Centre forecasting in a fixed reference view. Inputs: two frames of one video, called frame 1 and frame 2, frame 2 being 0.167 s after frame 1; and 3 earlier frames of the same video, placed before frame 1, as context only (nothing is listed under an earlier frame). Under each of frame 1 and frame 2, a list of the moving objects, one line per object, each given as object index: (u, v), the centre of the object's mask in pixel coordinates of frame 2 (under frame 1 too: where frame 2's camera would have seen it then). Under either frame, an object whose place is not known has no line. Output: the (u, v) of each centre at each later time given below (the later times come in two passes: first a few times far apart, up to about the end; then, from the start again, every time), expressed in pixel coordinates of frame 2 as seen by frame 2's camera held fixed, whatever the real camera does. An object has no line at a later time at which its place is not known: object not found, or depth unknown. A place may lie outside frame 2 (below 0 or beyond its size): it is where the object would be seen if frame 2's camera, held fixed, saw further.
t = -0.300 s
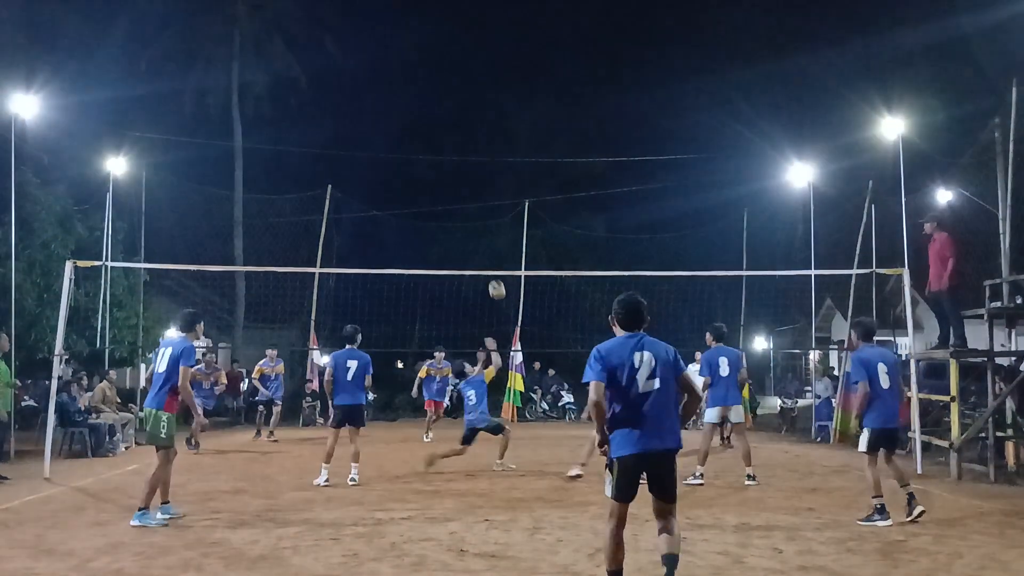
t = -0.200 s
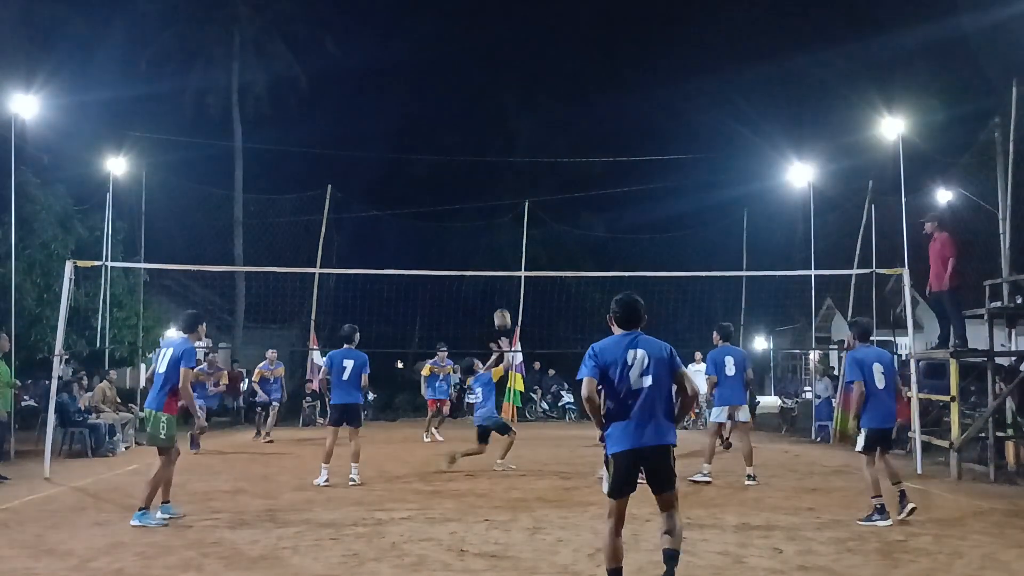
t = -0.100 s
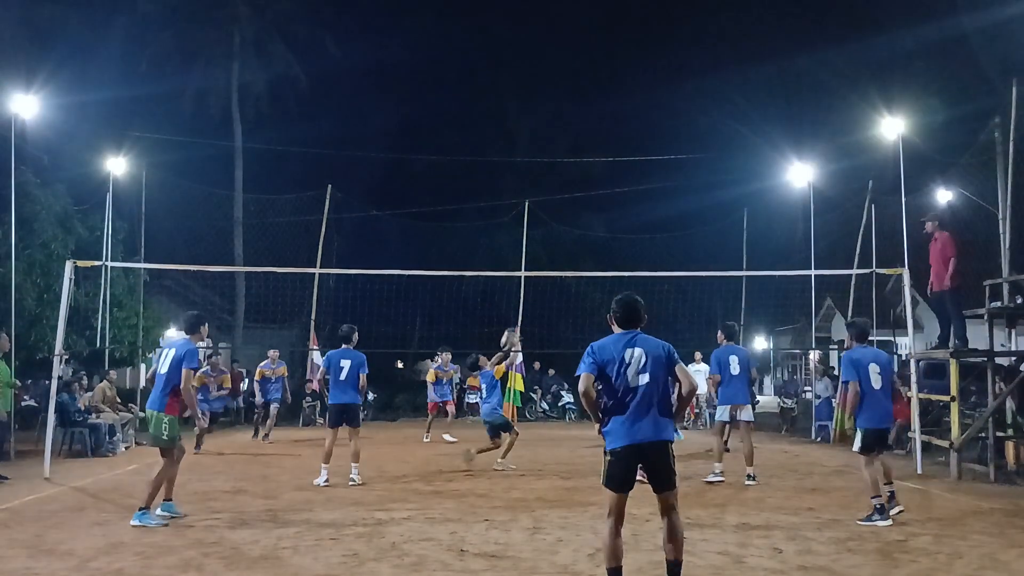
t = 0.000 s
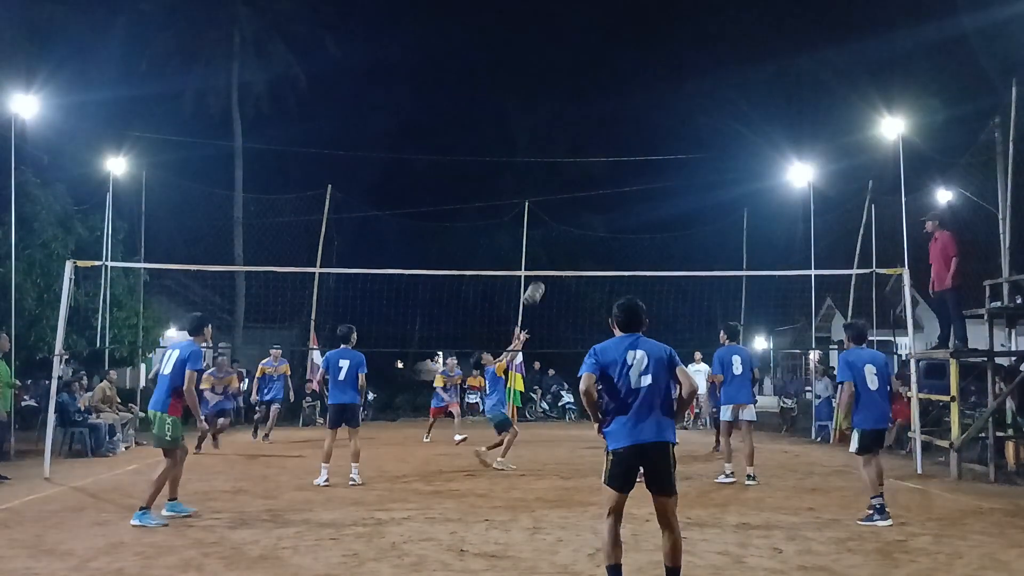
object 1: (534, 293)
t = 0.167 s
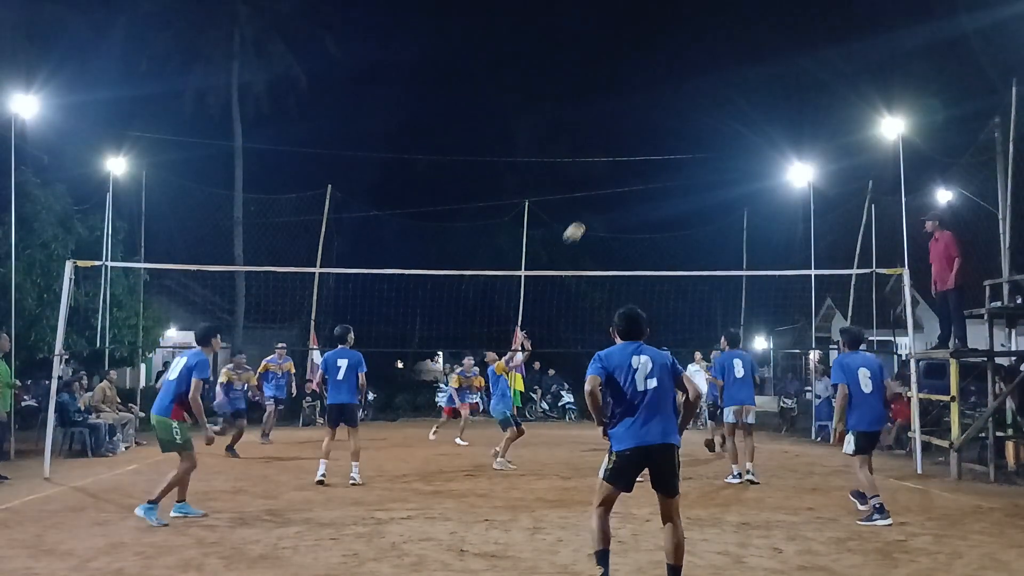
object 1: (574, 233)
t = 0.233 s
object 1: (589, 215)
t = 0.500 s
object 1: (652, 175)
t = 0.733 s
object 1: (705, 183)
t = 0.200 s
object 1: (582, 223)
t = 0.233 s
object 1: (589, 215)
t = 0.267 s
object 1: (597, 207)
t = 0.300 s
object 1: (605, 200)
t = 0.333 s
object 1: (613, 194)
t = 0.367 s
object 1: (621, 188)
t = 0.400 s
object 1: (629, 184)
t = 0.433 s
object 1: (636, 180)
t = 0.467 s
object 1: (644, 177)
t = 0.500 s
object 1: (652, 175)
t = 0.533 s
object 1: (659, 174)
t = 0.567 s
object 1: (668, 173)
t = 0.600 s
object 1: (675, 174)
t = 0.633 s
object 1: (682, 175)
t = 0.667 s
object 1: (690, 177)
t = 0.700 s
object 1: (698, 179)
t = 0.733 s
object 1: (705, 183)
